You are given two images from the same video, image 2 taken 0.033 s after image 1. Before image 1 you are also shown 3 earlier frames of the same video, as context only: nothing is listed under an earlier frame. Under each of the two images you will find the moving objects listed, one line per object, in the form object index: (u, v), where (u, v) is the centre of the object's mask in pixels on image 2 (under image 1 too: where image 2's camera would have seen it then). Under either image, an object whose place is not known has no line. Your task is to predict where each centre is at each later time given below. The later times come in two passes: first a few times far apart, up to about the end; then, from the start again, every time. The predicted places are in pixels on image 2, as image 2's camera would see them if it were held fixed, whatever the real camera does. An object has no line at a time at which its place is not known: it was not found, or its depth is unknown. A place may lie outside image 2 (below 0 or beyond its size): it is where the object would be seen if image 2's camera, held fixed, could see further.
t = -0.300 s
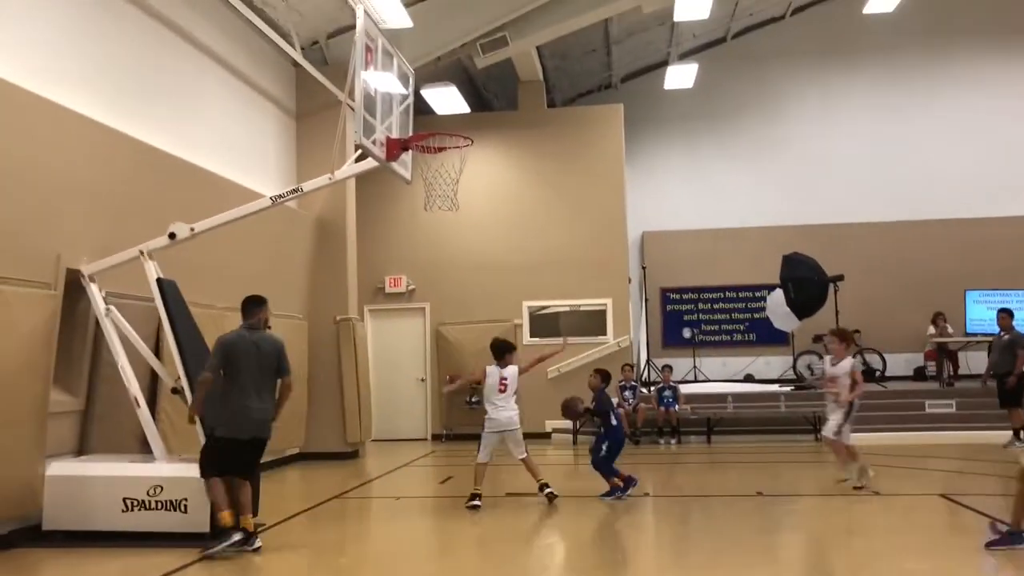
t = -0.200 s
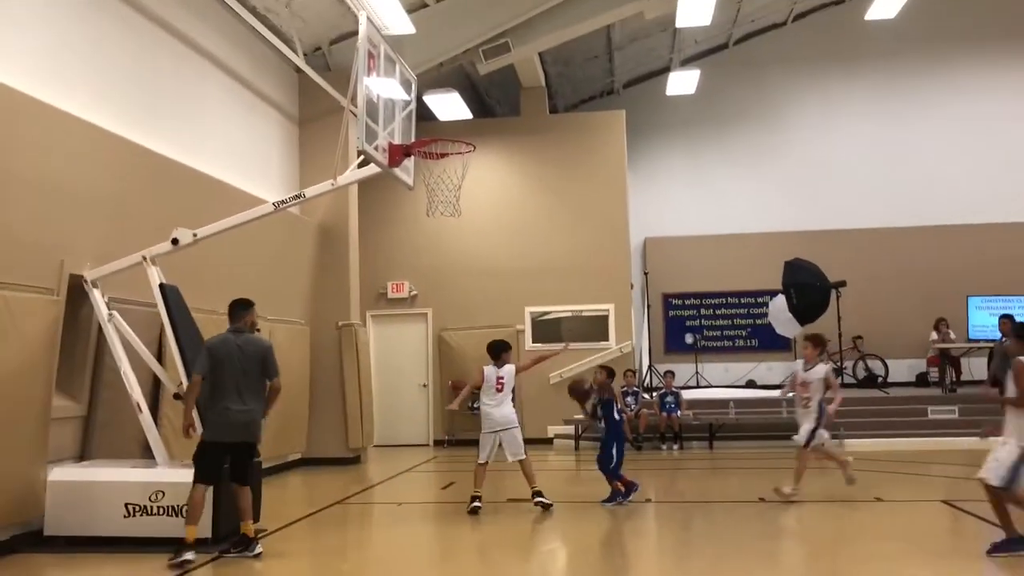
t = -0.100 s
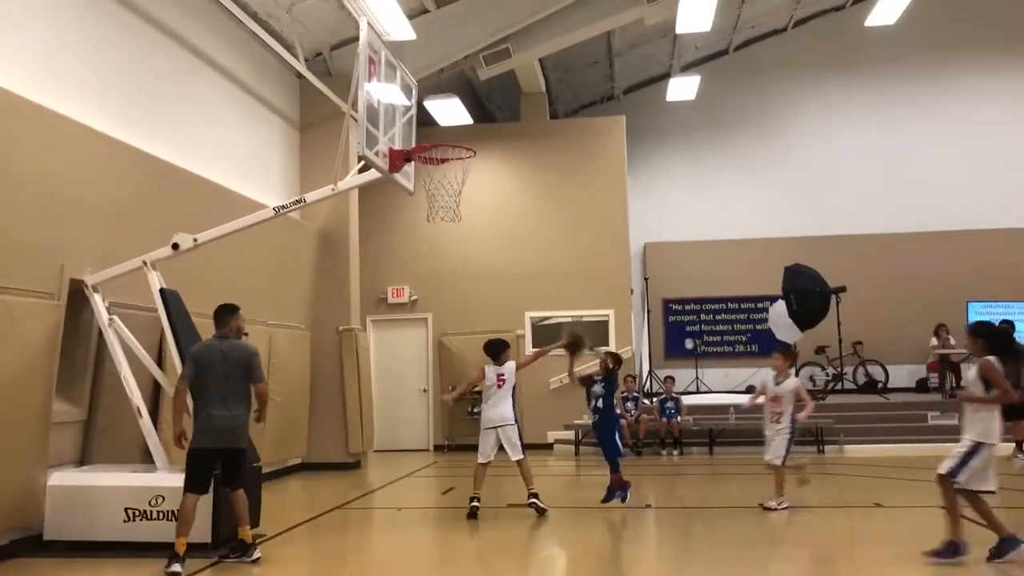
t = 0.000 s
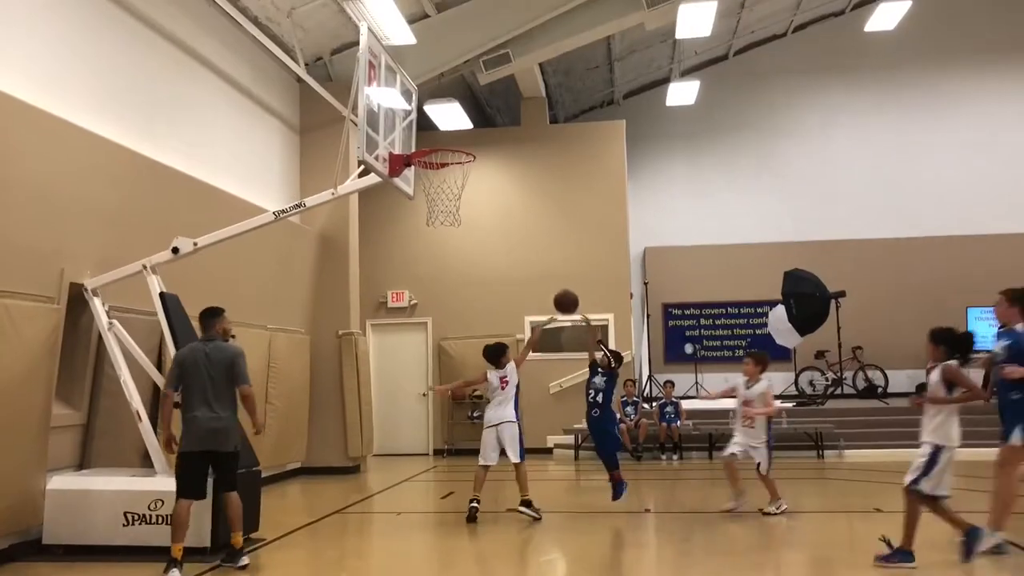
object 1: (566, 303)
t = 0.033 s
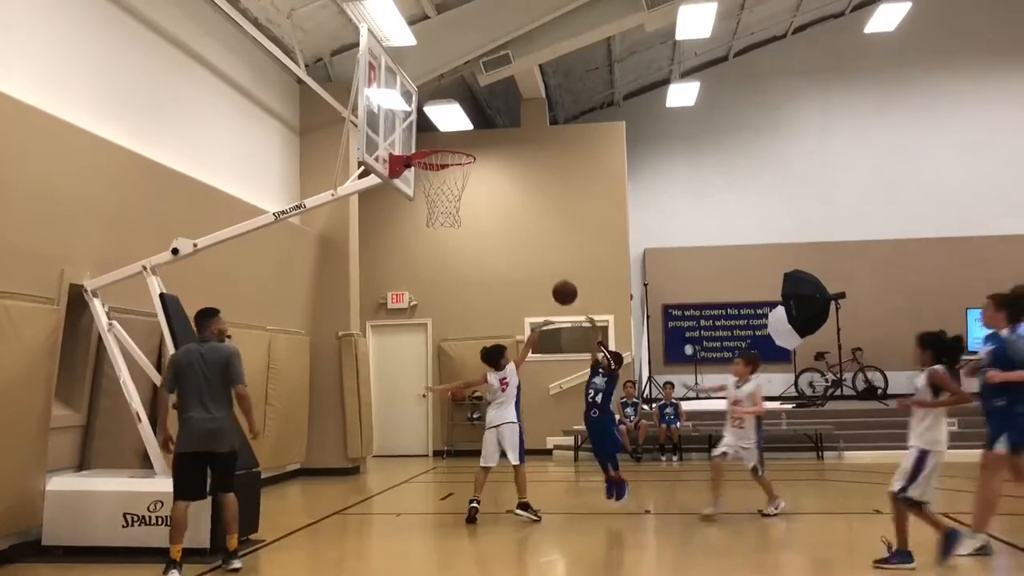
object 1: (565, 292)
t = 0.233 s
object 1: (558, 254)
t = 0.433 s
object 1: (553, 257)
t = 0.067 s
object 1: (563, 283)
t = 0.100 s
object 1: (562, 275)
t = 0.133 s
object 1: (561, 268)
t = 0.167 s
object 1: (560, 262)
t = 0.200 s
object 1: (559, 257)
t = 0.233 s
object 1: (558, 254)
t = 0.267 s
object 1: (557, 251)
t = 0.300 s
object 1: (557, 250)
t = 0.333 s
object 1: (556, 250)
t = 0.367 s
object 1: (555, 251)
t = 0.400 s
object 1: (554, 253)
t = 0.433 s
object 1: (553, 257)
